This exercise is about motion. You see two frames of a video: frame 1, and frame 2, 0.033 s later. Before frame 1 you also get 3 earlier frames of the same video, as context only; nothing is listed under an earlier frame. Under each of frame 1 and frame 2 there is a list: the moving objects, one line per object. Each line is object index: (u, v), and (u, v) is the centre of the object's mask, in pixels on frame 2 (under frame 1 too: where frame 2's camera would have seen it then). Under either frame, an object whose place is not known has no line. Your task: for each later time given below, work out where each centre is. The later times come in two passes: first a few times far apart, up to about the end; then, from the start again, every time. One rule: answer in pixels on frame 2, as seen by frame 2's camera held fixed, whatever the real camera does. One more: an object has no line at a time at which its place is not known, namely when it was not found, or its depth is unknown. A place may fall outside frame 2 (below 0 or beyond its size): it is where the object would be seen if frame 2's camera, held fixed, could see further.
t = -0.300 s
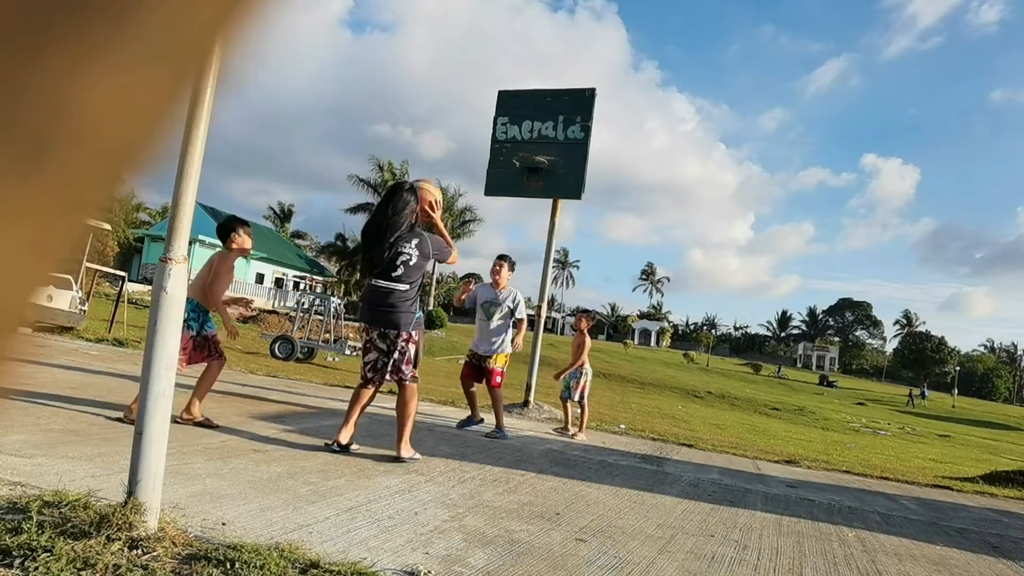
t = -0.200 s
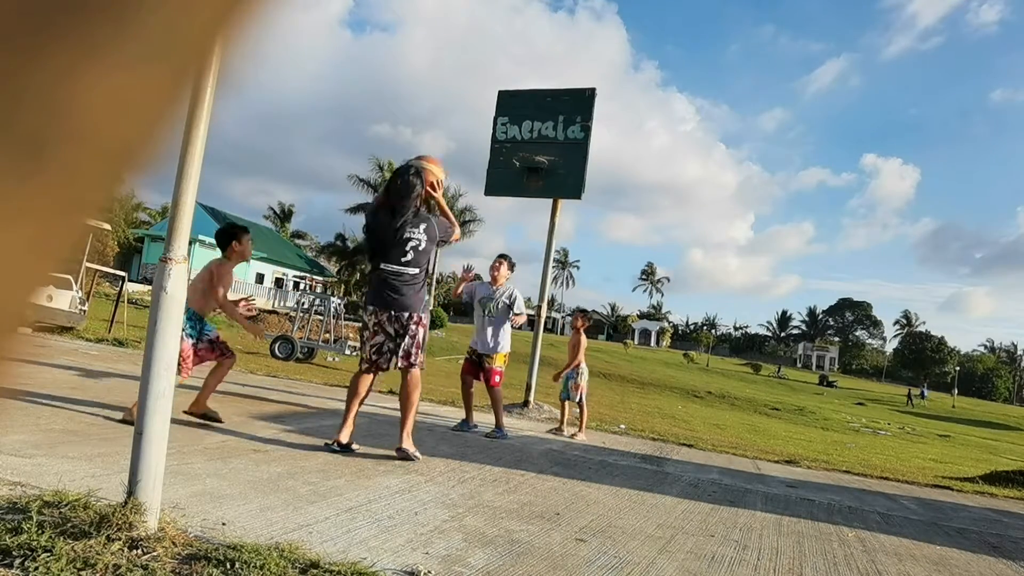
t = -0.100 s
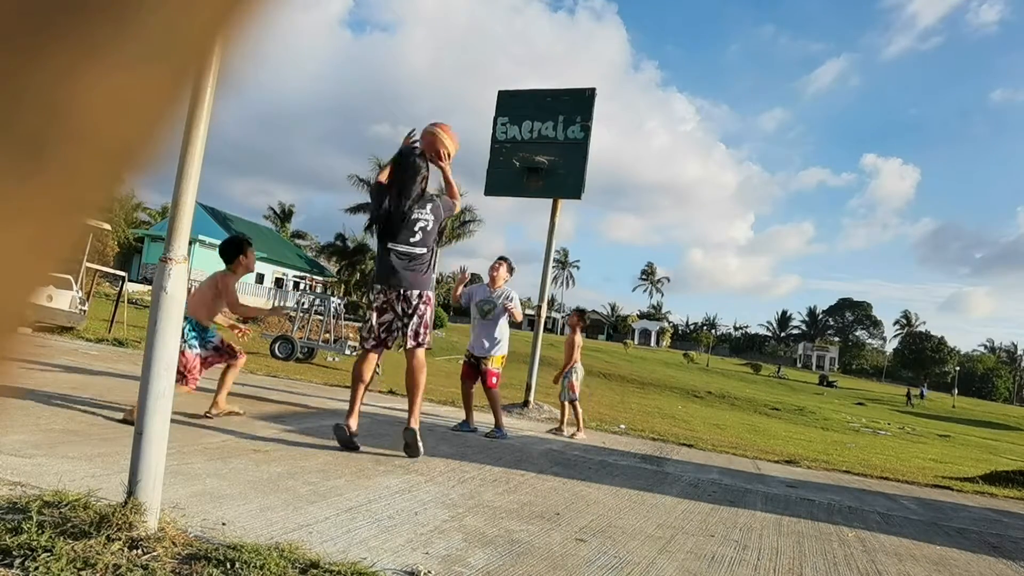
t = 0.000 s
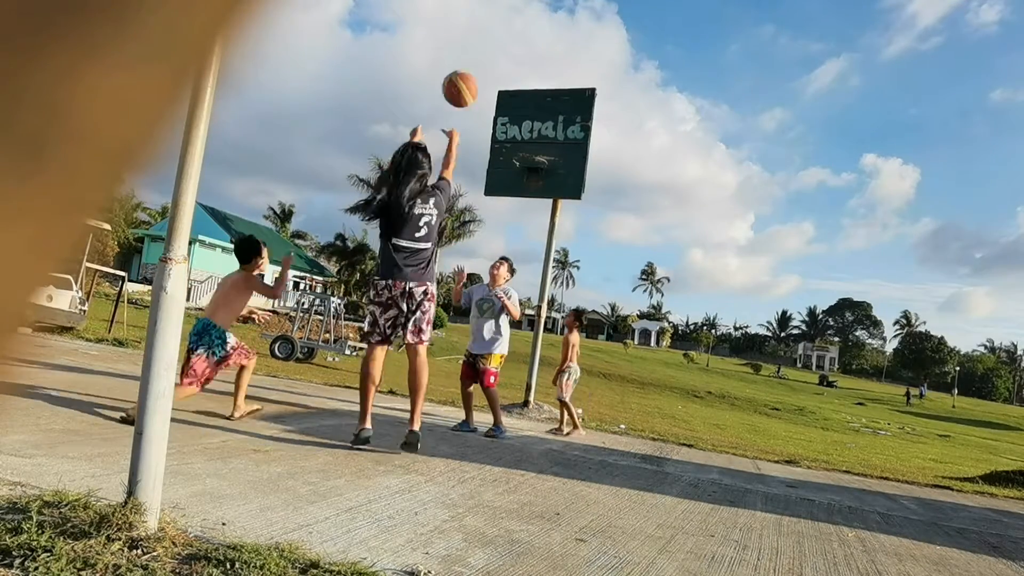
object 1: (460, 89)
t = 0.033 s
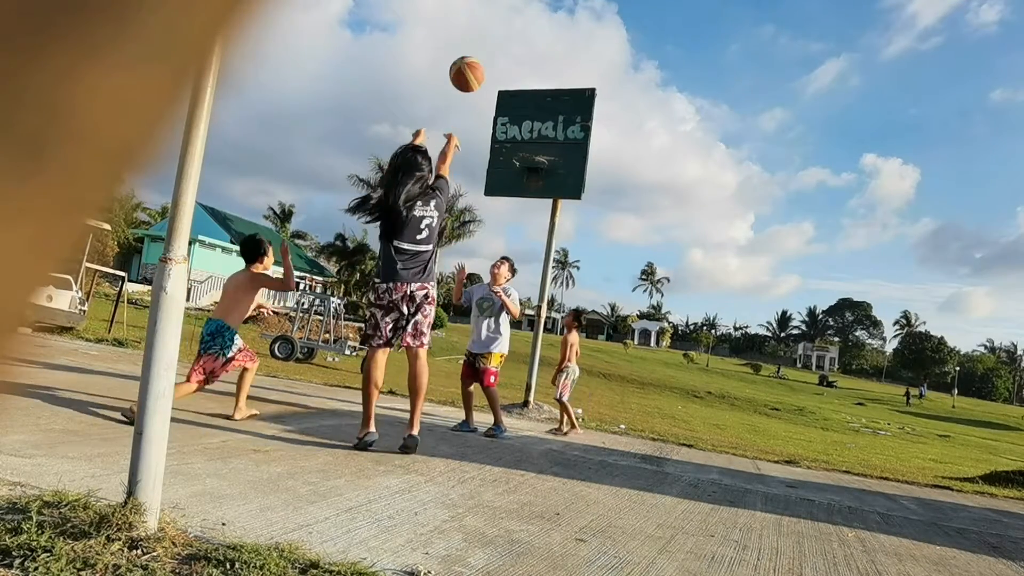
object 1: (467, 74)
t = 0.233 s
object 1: (497, 27)
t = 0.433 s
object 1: (514, 33)
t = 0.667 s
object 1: (521, 85)
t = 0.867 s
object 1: (522, 154)
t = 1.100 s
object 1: (562, 147)
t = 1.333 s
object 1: (597, 176)
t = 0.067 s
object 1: (473, 62)
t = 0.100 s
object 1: (478, 51)
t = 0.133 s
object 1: (484, 42)
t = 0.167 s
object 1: (488, 35)
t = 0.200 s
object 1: (493, 30)
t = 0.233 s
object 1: (497, 27)
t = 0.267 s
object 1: (500, 25)
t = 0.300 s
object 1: (504, 24)
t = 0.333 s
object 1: (507, 24)
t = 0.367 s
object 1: (509, 26)
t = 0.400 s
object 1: (511, 29)
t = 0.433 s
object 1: (514, 33)
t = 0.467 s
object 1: (516, 38)
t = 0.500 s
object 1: (517, 43)
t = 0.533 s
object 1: (518, 50)
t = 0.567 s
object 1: (519, 58)
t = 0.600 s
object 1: (520, 66)
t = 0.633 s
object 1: (521, 75)
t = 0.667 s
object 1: (521, 85)
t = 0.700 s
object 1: (521, 96)
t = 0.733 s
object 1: (522, 107)
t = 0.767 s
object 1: (521, 119)
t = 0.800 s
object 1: (522, 131)
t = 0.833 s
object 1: (520, 145)
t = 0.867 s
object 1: (522, 154)
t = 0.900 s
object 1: (527, 156)
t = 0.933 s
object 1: (533, 155)
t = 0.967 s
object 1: (539, 151)
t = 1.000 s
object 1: (545, 148)
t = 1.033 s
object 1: (551, 147)
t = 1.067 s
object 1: (557, 147)
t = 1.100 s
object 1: (562, 147)
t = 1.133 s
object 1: (568, 149)
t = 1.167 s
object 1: (573, 151)
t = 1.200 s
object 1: (578, 154)
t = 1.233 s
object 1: (584, 158)
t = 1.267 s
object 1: (588, 163)
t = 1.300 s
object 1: (593, 169)
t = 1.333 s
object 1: (597, 176)
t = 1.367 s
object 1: (602, 183)
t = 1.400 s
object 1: (607, 193)
